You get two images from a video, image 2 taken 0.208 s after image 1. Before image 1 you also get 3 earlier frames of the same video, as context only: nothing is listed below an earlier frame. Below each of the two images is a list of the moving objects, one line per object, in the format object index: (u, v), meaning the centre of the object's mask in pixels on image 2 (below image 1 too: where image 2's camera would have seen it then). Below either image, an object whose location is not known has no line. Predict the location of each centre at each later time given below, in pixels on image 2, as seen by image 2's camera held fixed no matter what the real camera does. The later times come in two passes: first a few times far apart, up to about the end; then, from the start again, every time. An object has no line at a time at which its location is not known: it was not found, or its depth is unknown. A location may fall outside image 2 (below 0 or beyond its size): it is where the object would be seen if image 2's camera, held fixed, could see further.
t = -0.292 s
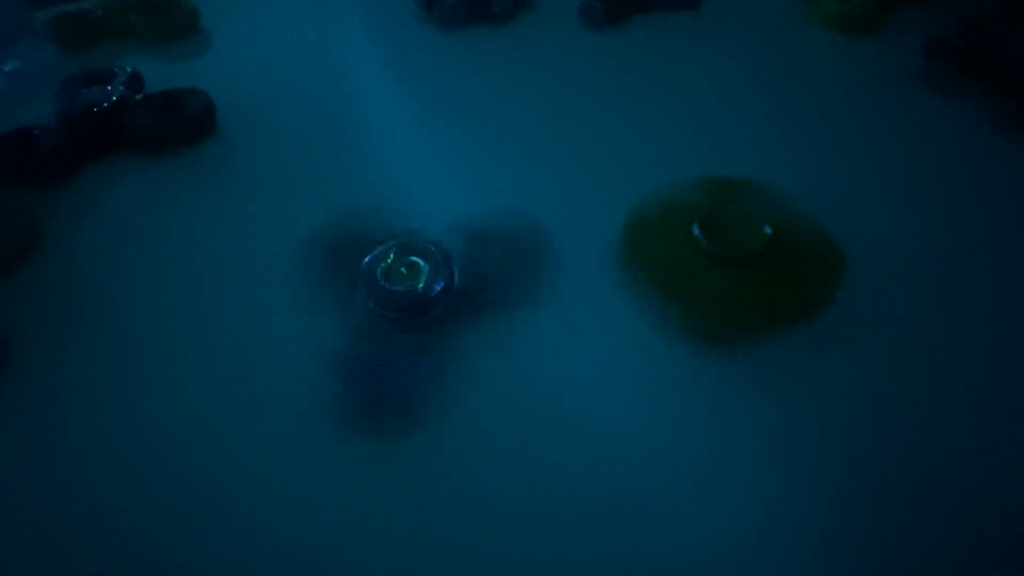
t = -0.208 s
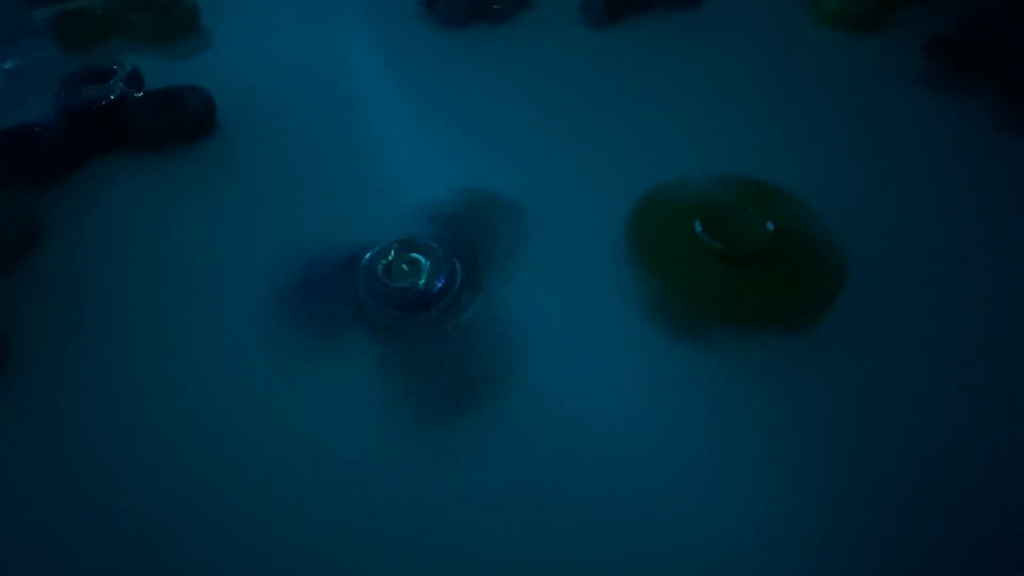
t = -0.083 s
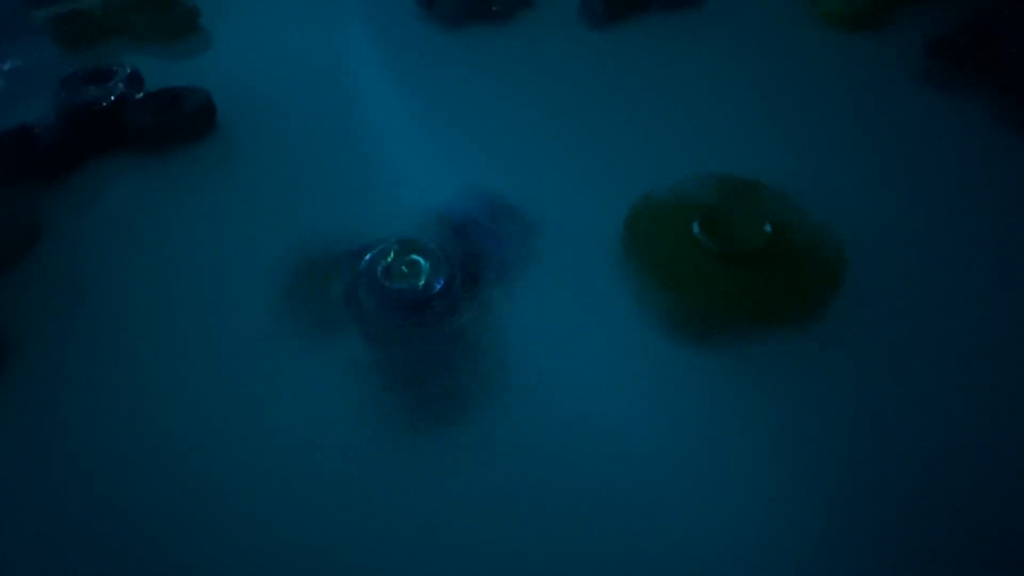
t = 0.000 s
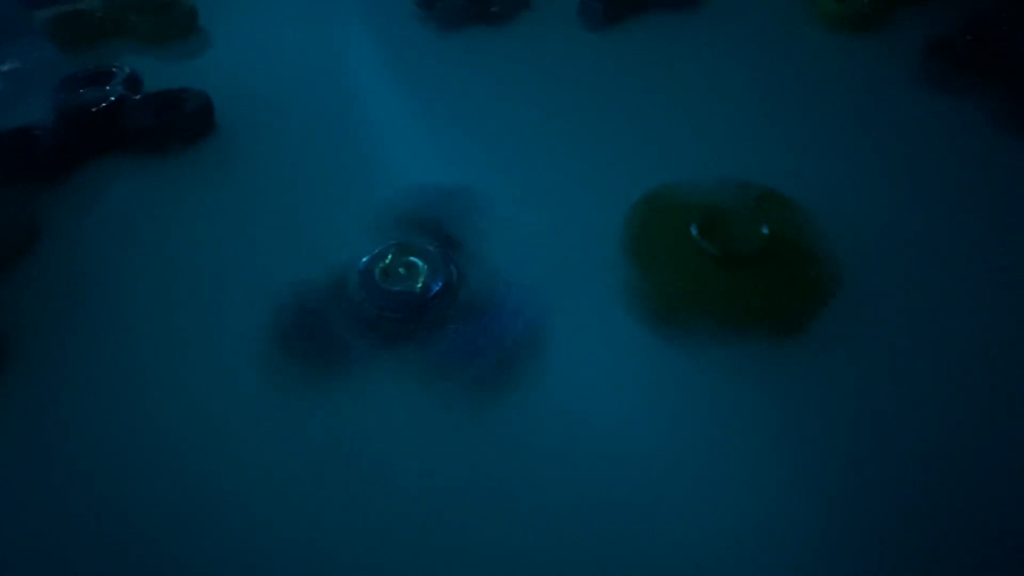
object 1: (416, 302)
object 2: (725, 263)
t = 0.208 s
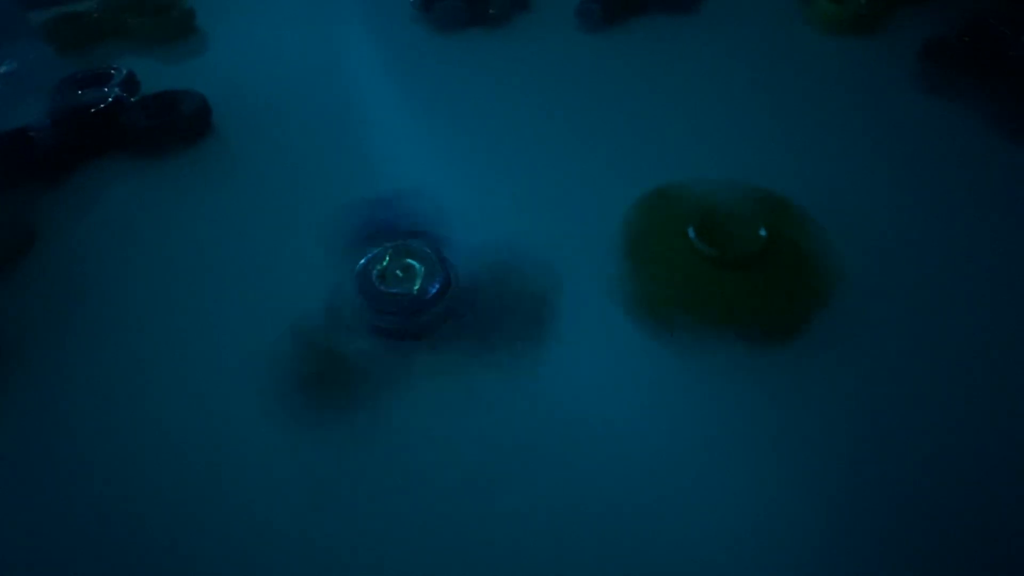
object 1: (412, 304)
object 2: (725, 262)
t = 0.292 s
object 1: (413, 307)
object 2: (722, 263)
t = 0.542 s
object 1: (408, 309)
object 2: (721, 264)
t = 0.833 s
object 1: (404, 308)
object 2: (721, 265)
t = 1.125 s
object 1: (411, 306)
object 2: (721, 265)
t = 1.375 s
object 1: (415, 305)
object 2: (720, 263)
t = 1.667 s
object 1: (409, 305)
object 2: (719, 265)
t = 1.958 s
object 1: (402, 307)
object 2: (718, 264)
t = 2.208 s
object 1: (413, 304)
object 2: (721, 262)
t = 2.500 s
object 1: (409, 305)
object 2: (721, 263)
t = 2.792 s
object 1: (412, 307)
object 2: (720, 263)
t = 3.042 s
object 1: (411, 304)
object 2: (720, 262)
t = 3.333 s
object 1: (410, 303)
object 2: (723, 259)
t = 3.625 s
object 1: (416, 305)
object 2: (722, 259)
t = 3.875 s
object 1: (412, 302)
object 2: (722, 262)
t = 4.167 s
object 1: (409, 301)
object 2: (724, 258)
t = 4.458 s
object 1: (407, 304)
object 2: (721, 260)
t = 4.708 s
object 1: (413, 303)
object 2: (724, 259)
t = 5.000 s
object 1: (411, 303)
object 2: (719, 260)
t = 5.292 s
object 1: (415, 304)
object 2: (720, 261)
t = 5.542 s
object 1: (408, 301)
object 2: (723, 258)
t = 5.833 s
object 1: (408, 302)
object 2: (719, 260)
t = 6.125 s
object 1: (410, 301)
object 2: (721, 259)
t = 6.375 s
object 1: (412, 303)
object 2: (721, 259)
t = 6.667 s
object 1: (413, 296)
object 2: (726, 258)
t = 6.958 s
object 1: (427, 277)
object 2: (753, 247)
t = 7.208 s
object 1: (430, 276)
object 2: (752, 244)
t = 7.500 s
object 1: (430, 275)
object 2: (757, 241)
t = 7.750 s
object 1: (416, 286)
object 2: (746, 249)
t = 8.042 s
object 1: (415, 295)
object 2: (741, 256)
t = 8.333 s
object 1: (428, 299)
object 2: (744, 259)
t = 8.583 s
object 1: (402, 307)
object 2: (746, 261)
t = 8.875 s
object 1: (403, 306)
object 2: (740, 259)
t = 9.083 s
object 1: (400, 313)
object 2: (730, 266)
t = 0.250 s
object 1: (414, 304)
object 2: (724, 263)
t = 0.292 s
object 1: (413, 307)
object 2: (722, 263)
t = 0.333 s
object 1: (409, 308)
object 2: (721, 264)
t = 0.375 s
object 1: (414, 306)
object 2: (721, 264)
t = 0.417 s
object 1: (409, 308)
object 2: (719, 265)
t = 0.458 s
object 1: (407, 309)
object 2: (720, 265)
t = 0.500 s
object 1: (415, 309)
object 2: (721, 264)
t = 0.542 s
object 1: (408, 309)
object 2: (721, 264)
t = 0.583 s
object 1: (404, 308)
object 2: (722, 266)
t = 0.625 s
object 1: (411, 307)
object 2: (722, 265)
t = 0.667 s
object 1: (408, 306)
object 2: (720, 264)
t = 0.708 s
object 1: (406, 309)
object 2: (721, 265)
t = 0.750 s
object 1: (413, 307)
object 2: (720, 265)
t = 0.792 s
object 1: (406, 307)
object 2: (721, 264)
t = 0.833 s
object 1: (404, 308)
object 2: (721, 265)
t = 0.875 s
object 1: (414, 309)
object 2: (722, 263)
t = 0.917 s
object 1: (408, 307)
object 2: (721, 265)
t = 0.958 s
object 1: (405, 306)
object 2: (720, 264)
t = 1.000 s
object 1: (412, 305)
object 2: (721, 264)
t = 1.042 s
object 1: (412, 305)
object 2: (721, 264)
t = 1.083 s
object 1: (410, 306)
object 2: (721, 264)
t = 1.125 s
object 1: (411, 306)
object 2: (721, 265)
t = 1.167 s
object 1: (410, 305)
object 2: (720, 264)
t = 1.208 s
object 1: (407, 306)
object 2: (722, 263)
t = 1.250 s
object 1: (410, 306)
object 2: (720, 264)
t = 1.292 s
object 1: (409, 306)
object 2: (720, 263)
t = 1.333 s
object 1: (407, 304)
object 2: (721, 262)
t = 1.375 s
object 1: (415, 305)
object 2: (720, 263)
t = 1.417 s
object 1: (412, 304)
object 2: (720, 264)
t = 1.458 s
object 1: (412, 304)
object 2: (719, 263)
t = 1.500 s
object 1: (412, 309)
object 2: (720, 263)
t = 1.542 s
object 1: (411, 305)
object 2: (721, 263)
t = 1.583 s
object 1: (404, 306)
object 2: (721, 263)
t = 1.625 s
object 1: (411, 307)
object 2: (720, 264)
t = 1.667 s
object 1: (409, 305)
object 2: (719, 265)
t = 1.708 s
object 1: (405, 306)
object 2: (720, 264)
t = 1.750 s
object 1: (411, 306)
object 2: (719, 265)
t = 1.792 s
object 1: (411, 305)
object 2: (720, 262)
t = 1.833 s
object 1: (408, 306)
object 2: (719, 264)
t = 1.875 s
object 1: (412, 308)
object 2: (719, 262)
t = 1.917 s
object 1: (409, 306)
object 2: (717, 263)
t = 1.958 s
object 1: (402, 307)
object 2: (718, 264)
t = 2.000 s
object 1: (413, 308)
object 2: (718, 264)
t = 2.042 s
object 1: (409, 305)
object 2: (718, 265)
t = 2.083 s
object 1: (405, 304)
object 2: (719, 262)
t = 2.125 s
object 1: (412, 305)
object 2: (722, 259)
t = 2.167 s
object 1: (411, 302)
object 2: (720, 261)
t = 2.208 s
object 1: (413, 304)
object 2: (721, 262)
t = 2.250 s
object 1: (414, 302)
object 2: (722, 262)
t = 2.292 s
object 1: (413, 304)
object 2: (721, 261)
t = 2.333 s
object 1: (410, 306)
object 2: (721, 261)
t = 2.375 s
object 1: (413, 304)
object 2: (721, 262)
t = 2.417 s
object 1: (410, 307)
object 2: (721, 262)
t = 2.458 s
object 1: (410, 305)
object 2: (720, 262)
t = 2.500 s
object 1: (409, 305)
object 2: (721, 263)
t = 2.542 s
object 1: (413, 303)
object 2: (720, 263)
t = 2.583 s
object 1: (411, 304)
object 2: (721, 262)
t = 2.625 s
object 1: (409, 306)
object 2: (721, 263)
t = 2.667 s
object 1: (413, 305)
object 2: (721, 263)
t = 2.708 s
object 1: (409, 304)
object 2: (720, 263)
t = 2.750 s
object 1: (404, 304)
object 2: (721, 262)
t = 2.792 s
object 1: (412, 307)
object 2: (720, 263)
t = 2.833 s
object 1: (410, 307)
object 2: (721, 263)
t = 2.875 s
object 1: (408, 304)
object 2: (720, 264)
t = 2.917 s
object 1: (414, 299)
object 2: (720, 263)
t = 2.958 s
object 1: (415, 305)
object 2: (720, 263)
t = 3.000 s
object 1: (416, 300)
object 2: (718, 263)
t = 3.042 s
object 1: (411, 304)
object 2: (720, 262)
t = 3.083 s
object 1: (413, 305)
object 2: (719, 265)
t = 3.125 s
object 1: (409, 303)
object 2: (720, 263)
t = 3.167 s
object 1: (409, 306)
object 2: (719, 263)
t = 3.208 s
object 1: (416, 306)
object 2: (720, 263)
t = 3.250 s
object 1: (409, 305)
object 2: (718, 264)
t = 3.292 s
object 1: (405, 306)
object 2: (719, 264)
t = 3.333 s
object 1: (410, 303)
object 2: (723, 259)
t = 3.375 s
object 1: (413, 301)
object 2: (721, 260)
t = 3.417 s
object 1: (414, 302)
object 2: (720, 262)
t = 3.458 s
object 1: (413, 304)
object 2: (720, 263)
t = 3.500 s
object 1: (414, 307)
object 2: (723, 259)
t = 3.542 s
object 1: (412, 305)
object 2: (720, 263)
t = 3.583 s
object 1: (410, 303)
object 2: (720, 263)
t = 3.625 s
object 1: (416, 305)
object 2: (722, 259)
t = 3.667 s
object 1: (411, 304)
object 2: (721, 262)
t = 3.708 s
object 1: (411, 302)
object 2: (719, 263)
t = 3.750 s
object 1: (414, 302)
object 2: (721, 261)
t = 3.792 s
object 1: (416, 304)
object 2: (720, 263)
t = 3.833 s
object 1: (413, 301)
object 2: (720, 262)
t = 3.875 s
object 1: (412, 302)
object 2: (722, 262)
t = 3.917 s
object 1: (416, 305)
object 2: (722, 260)
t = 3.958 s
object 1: (413, 304)
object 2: (720, 261)
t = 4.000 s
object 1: (411, 304)
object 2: (721, 260)
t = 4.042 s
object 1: (414, 303)
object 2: (720, 260)
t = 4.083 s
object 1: (417, 303)
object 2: (722, 259)
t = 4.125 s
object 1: (413, 301)
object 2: (722, 259)
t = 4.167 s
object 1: (409, 301)
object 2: (724, 258)
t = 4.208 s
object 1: (415, 302)
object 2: (725, 258)
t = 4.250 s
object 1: (414, 303)
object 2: (721, 259)
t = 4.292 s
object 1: (412, 304)
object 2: (722, 260)
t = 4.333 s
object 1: (417, 304)
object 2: (721, 260)
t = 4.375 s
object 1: (415, 305)
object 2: (721, 261)
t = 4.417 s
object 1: (414, 301)
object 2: (720, 260)
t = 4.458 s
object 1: (407, 304)
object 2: (721, 260)
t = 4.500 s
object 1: (415, 303)
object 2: (722, 258)
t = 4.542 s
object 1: (412, 302)
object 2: (723, 259)
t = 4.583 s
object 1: (412, 301)
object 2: (722, 258)
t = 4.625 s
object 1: (413, 301)
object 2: (726, 256)
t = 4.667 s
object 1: (418, 302)
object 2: (722, 259)
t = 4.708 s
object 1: (413, 303)
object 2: (724, 259)
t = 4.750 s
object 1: (412, 303)
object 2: (719, 261)
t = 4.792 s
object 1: (413, 305)
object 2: (720, 262)
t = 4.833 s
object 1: (413, 304)
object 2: (719, 260)
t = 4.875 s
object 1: (412, 304)
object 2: (720, 262)
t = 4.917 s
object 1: (410, 301)
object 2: (720, 259)
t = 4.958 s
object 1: (418, 303)
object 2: (722, 261)
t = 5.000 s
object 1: (411, 303)
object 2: (719, 260)
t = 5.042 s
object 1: (410, 300)
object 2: (720, 260)
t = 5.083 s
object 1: (412, 301)
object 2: (719, 261)
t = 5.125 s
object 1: (413, 302)
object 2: (720, 260)
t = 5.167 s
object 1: (411, 304)
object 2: (719, 261)
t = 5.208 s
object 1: (409, 304)
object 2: (720, 261)
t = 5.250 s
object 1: (415, 303)
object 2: (720, 260)
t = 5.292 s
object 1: (415, 304)
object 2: (720, 261)
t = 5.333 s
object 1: (415, 299)
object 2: (719, 260)
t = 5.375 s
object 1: (406, 303)
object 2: (720, 260)
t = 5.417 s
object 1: (414, 303)
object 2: (720, 261)
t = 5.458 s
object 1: (411, 302)
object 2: (721, 260)
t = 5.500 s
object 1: (409, 302)
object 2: (720, 260)
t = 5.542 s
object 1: (408, 301)
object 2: (723, 258)
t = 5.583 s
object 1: (415, 304)
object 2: (718, 262)
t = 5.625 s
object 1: (413, 301)
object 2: (719, 261)
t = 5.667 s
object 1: (414, 301)
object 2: (718, 260)
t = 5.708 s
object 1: (416, 301)
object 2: (719, 261)
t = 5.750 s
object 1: (416, 303)
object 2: (720, 259)
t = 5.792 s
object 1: (410, 300)
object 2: (719, 260)
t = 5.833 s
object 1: (408, 302)
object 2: (719, 260)
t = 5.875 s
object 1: (412, 303)
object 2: (720, 259)
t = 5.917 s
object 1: (414, 301)
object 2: (719, 262)
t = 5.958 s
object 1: (409, 300)
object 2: (719, 260)
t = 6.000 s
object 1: (406, 301)
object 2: (721, 261)
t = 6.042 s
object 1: (412, 302)
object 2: (721, 259)
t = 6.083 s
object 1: (412, 302)
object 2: (719, 260)
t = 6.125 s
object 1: (410, 301)
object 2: (721, 259)
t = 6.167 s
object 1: (409, 300)
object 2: (720, 261)
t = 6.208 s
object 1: (412, 304)
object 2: (719, 260)
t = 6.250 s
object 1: (412, 305)
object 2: (719, 262)
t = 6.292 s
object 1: (410, 302)
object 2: (719, 261)
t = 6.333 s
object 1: (408, 303)
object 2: (720, 261)
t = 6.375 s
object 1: (412, 303)
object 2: (721, 259)
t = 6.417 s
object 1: (414, 303)
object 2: (722, 257)
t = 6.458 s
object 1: (410, 300)
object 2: (720, 260)
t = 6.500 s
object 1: (409, 301)
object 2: (719, 260)
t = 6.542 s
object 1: (412, 301)
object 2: (716, 261)
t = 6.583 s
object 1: (413, 305)
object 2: (717, 261)
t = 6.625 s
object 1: (412, 299)
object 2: (719, 262)
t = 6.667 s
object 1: (413, 296)
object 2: (726, 258)
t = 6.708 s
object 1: (420, 289)
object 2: (731, 256)
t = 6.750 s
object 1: (427, 284)
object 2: (742, 252)
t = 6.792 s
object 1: (428, 279)
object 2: (749, 248)
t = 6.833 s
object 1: (434, 277)
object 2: (752, 248)
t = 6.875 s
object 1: (434, 276)
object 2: (754, 247)
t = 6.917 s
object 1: (430, 277)
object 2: (753, 247)
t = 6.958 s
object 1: (427, 277)
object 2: (753, 247)
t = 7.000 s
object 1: (422, 279)
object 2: (750, 248)
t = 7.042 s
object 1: (418, 279)
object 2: (750, 246)
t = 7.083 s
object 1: (425, 281)
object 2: (749, 248)
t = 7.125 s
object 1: (424, 279)
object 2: (748, 246)
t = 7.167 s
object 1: (427, 280)
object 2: (751, 247)
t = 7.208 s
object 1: (430, 276)
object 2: (752, 244)
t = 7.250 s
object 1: (435, 279)
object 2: (754, 244)
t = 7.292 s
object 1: (432, 275)
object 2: (755, 242)
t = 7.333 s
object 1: (433, 275)
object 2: (757, 240)
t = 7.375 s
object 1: (431, 273)
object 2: (756, 240)
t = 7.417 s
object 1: (433, 274)
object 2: (758, 238)
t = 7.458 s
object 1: (434, 270)
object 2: (757, 240)
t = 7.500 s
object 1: (430, 275)
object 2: (757, 241)
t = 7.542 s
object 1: (426, 278)
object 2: (754, 245)
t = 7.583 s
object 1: (424, 281)
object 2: (752, 247)
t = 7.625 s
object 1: (424, 285)
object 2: (750, 249)
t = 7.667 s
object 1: (419, 286)
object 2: (748, 249)
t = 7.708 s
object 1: (420, 287)
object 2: (747, 248)
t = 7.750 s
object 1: (416, 286)
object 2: (746, 249)
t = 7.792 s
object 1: (419, 290)
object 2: (746, 250)
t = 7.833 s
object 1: (414, 291)
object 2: (746, 250)
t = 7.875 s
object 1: (413, 292)
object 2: (743, 252)
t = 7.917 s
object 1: (409, 294)
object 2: (743, 254)
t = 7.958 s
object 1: (413, 296)
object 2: (742, 253)
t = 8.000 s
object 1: (412, 294)
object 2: (743, 254)
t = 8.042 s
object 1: (415, 295)
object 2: (741, 256)
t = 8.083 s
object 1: (414, 294)
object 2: (741, 256)
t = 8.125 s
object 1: (415, 293)
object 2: (742, 255)
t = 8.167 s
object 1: (423, 295)
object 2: (742, 255)
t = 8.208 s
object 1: (422, 296)
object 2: (743, 257)
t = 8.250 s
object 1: (428, 297)
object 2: (741, 259)
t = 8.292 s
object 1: (426, 297)
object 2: (744, 259)
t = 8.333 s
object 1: (428, 299)
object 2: (744, 259)
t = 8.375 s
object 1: (424, 299)
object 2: (745, 258)
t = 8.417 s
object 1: (414, 299)
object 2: (746, 259)
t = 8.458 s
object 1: (407, 306)
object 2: (744, 260)
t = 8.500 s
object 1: (402, 305)
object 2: (748, 260)
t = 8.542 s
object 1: (407, 308)
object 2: (747, 262)
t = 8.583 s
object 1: (402, 307)
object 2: (746, 261)
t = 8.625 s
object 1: (399, 302)
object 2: (749, 257)
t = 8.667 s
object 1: (399, 296)
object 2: (749, 252)
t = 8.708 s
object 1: (403, 295)
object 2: (753, 252)
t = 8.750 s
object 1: (408, 299)
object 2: (750, 253)
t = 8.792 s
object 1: (406, 300)
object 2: (748, 256)
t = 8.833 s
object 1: (407, 301)
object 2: (743, 258)
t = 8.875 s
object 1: (403, 306)
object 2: (740, 259)
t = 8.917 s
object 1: (406, 305)
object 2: (738, 259)
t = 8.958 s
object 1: (407, 308)
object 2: (735, 259)
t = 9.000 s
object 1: (402, 309)
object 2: (734, 262)
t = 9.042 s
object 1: (402, 310)
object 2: (729, 265)
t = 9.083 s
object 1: (400, 313)
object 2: (730, 266)
